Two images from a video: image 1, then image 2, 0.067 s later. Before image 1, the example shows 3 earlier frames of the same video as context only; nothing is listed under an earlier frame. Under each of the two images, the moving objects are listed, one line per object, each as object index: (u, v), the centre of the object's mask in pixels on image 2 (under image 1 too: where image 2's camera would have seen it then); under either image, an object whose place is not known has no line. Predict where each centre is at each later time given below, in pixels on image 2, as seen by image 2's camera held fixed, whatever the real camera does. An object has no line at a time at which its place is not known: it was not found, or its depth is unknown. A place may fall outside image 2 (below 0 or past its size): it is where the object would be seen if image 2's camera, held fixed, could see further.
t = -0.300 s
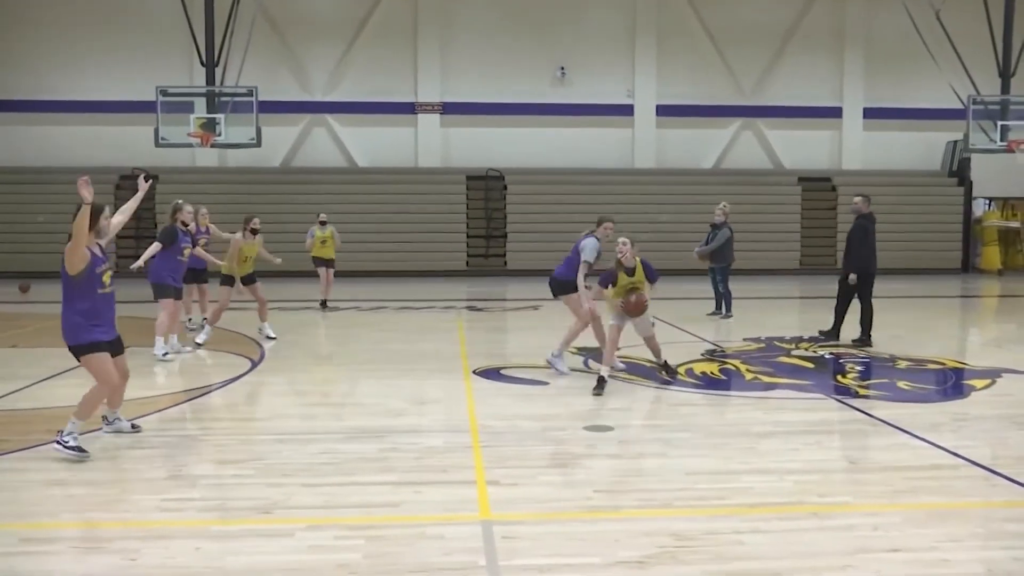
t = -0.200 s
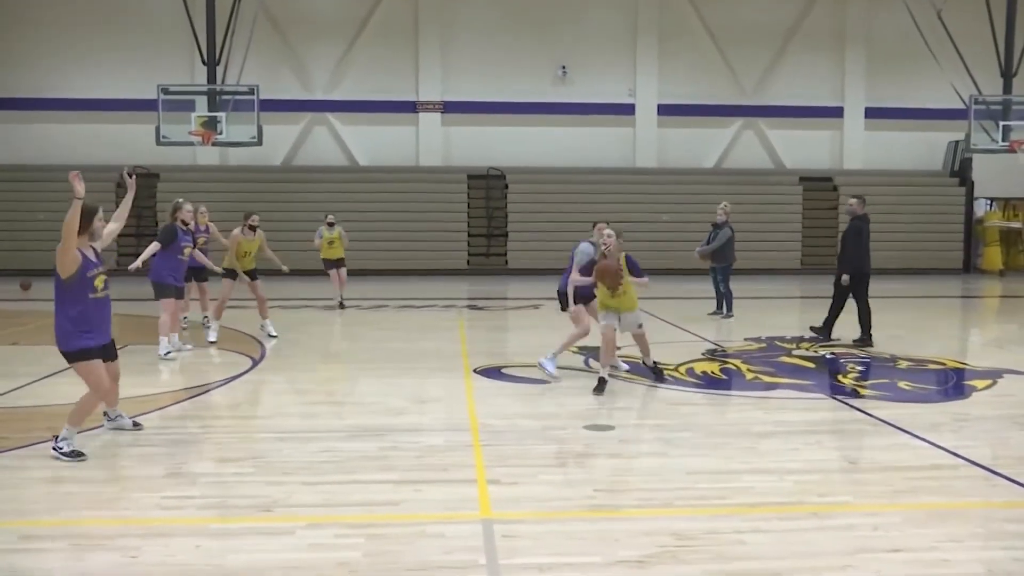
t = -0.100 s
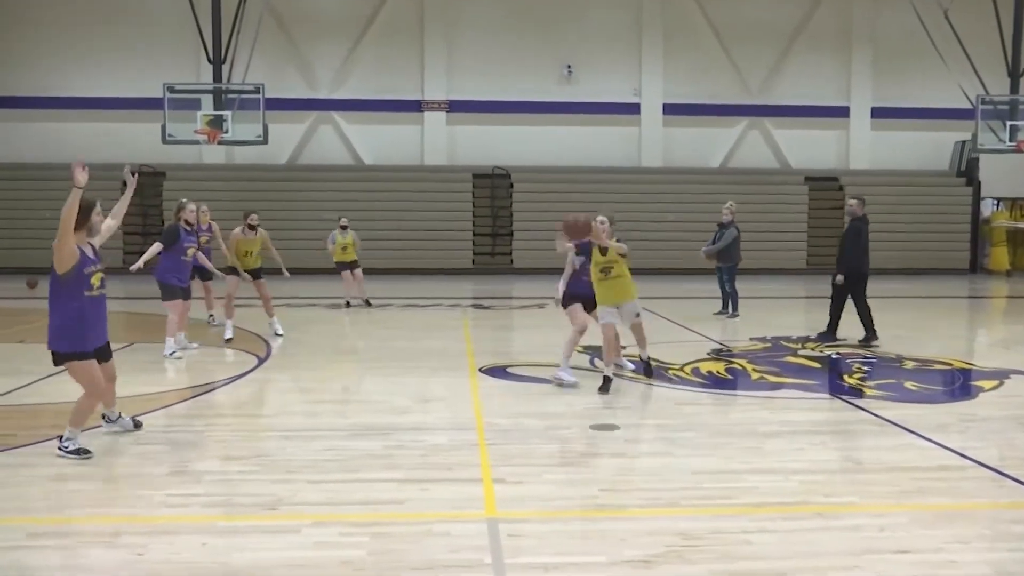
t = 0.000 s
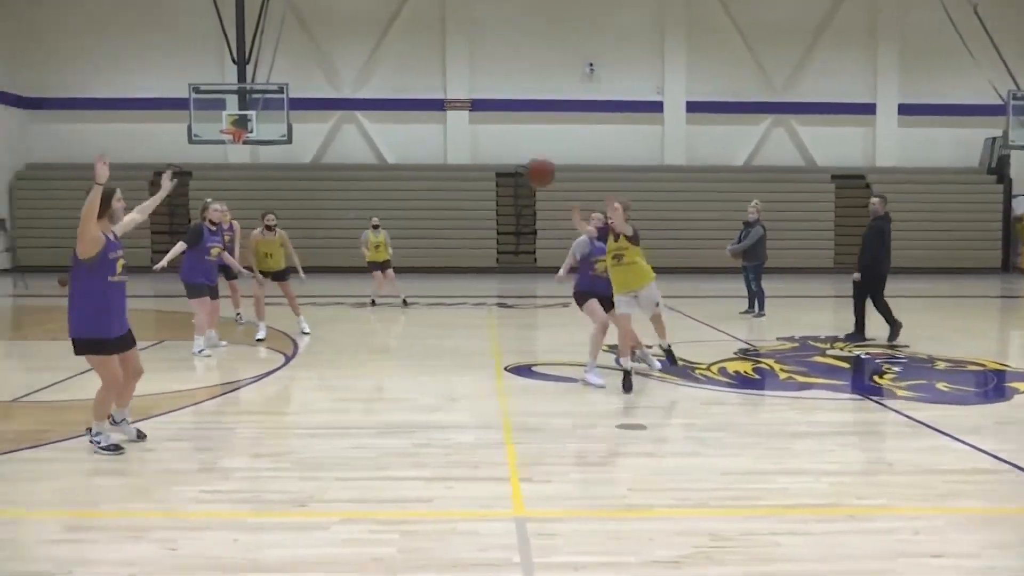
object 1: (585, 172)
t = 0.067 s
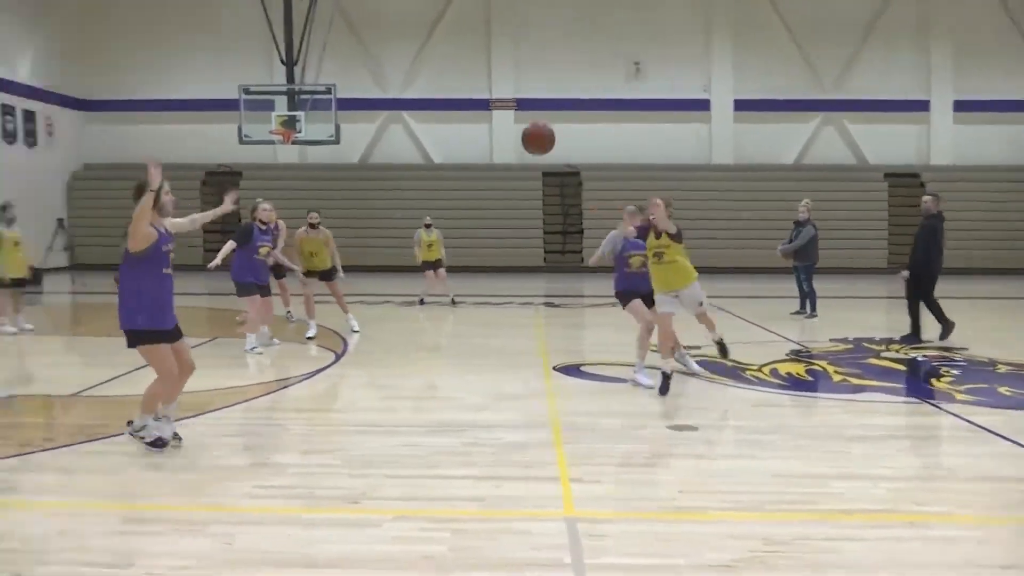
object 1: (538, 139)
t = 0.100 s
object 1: (515, 123)
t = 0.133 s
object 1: (487, 109)
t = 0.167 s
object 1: (463, 96)
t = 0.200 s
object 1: (432, 83)
